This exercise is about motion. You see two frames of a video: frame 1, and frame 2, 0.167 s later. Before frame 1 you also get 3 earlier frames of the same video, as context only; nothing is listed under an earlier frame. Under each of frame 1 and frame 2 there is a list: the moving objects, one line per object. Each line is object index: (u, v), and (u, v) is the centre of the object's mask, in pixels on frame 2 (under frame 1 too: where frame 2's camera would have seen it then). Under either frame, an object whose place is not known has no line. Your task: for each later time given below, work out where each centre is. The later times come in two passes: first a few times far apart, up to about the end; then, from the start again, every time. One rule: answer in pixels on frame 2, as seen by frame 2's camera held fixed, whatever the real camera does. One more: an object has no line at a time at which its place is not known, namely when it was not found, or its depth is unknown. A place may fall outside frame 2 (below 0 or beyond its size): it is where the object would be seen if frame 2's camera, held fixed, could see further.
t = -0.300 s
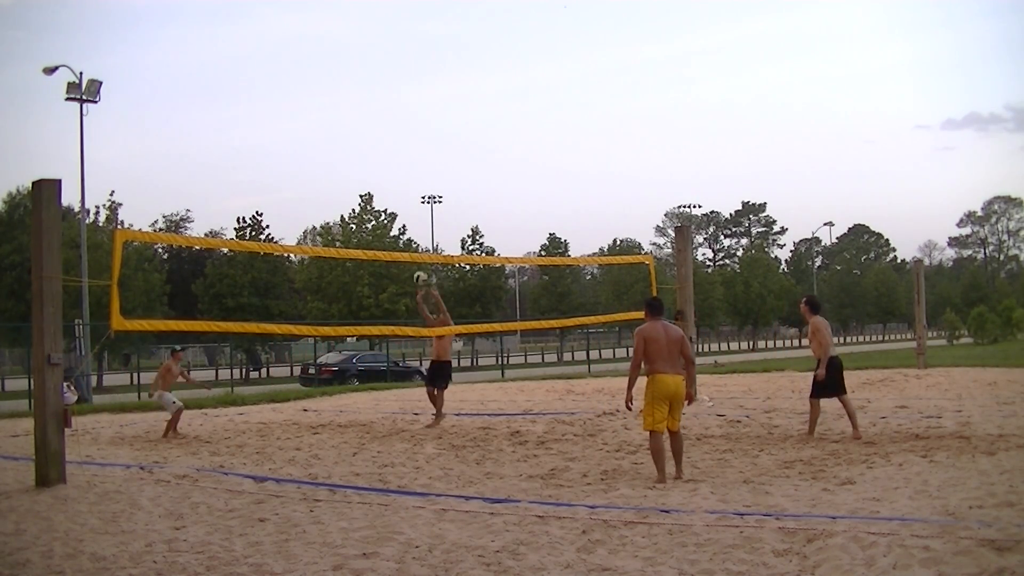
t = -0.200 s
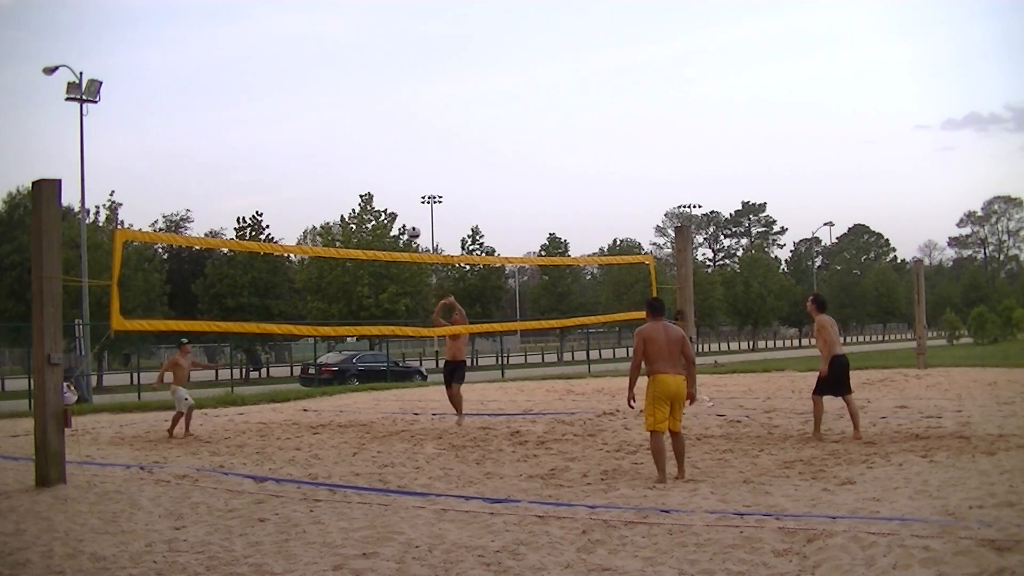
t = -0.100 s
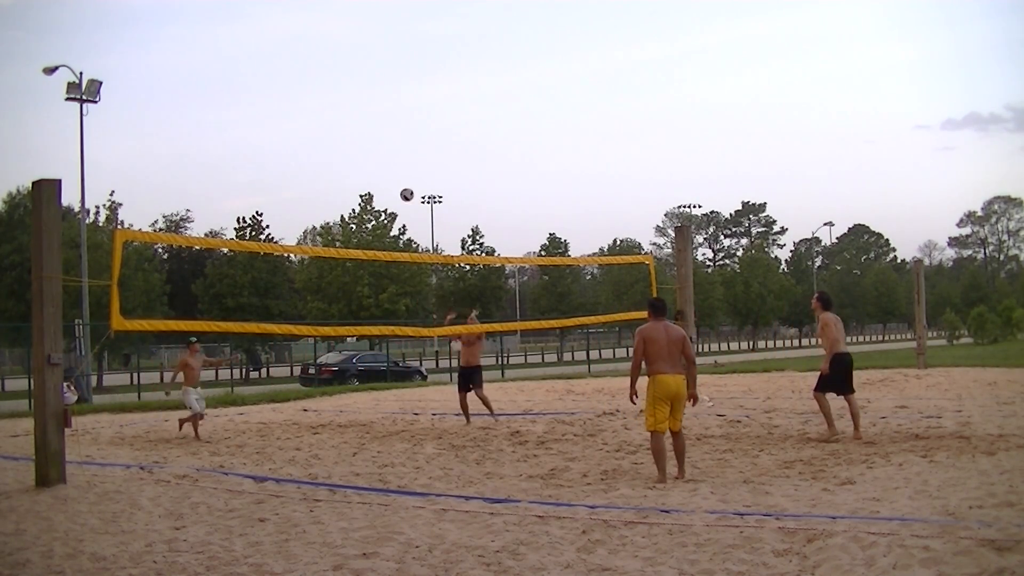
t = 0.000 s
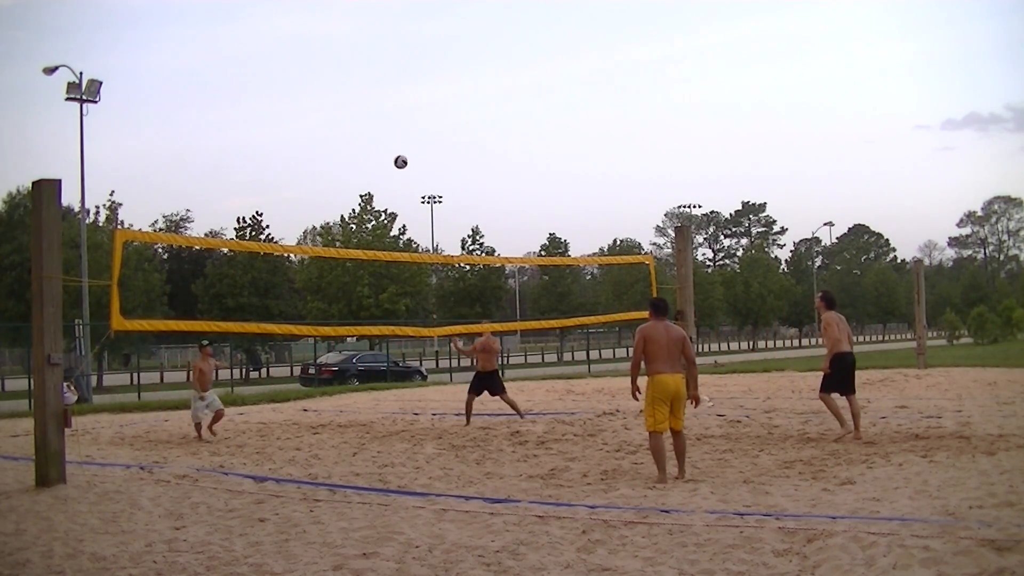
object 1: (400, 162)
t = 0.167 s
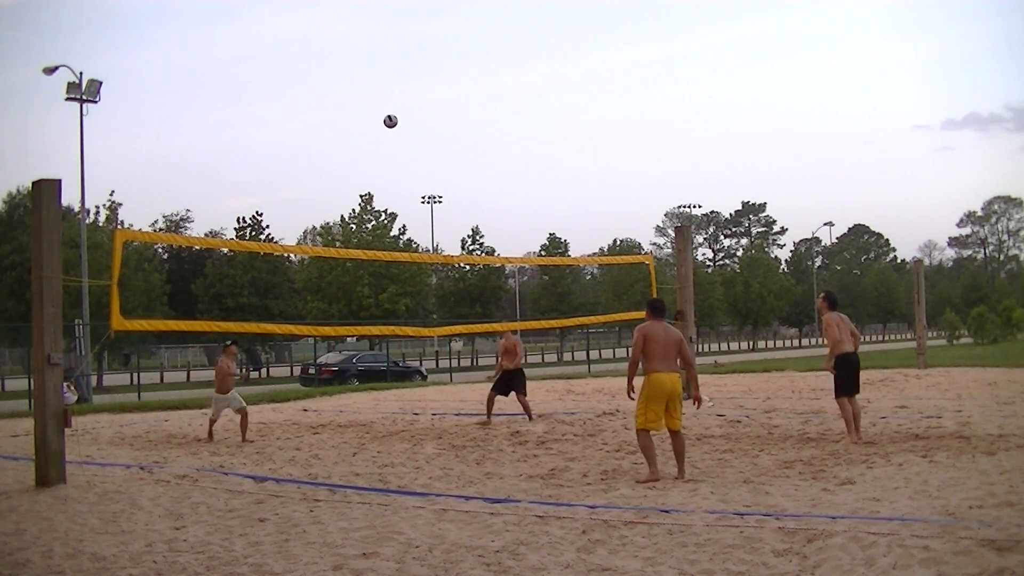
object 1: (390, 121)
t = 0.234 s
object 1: (387, 110)
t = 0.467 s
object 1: (374, 93)
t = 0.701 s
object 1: (363, 113)
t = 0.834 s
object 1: (358, 144)
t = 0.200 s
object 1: (388, 115)
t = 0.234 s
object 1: (387, 110)
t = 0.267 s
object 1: (385, 105)
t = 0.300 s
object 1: (383, 101)
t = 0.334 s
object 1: (381, 98)
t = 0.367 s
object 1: (379, 95)
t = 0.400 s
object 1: (377, 94)
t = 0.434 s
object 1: (376, 93)
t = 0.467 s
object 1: (374, 93)
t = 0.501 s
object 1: (372, 93)
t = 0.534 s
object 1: (371, 94)
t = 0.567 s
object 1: (369, 97)
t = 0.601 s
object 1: (368, 100)
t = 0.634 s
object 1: (366, 103)
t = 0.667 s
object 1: (365, 108)
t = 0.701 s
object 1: (363, 113)
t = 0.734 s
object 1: (362, 120)
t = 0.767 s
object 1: (360, 127)
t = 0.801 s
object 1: (359, 135)
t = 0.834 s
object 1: (358, 144)
